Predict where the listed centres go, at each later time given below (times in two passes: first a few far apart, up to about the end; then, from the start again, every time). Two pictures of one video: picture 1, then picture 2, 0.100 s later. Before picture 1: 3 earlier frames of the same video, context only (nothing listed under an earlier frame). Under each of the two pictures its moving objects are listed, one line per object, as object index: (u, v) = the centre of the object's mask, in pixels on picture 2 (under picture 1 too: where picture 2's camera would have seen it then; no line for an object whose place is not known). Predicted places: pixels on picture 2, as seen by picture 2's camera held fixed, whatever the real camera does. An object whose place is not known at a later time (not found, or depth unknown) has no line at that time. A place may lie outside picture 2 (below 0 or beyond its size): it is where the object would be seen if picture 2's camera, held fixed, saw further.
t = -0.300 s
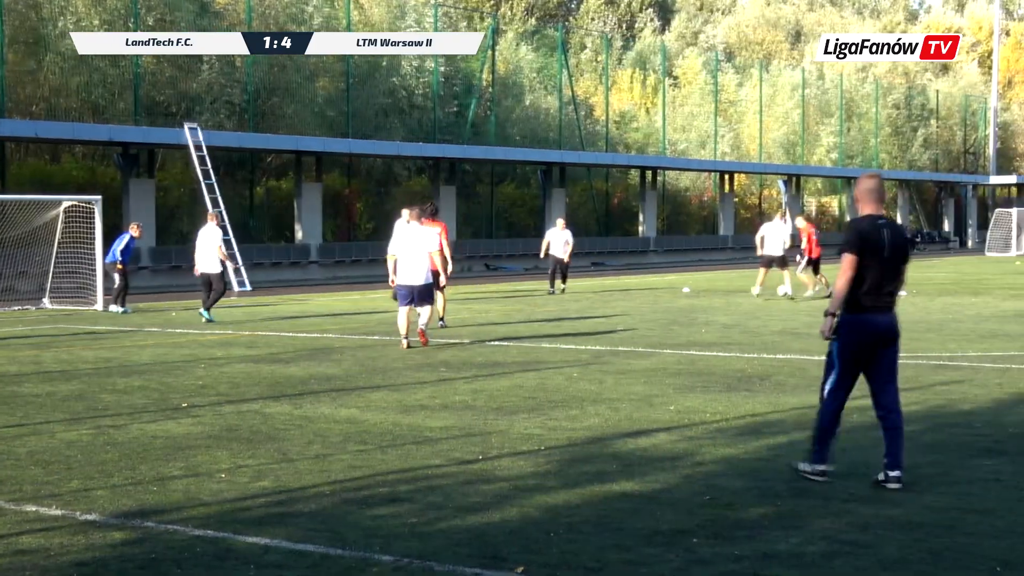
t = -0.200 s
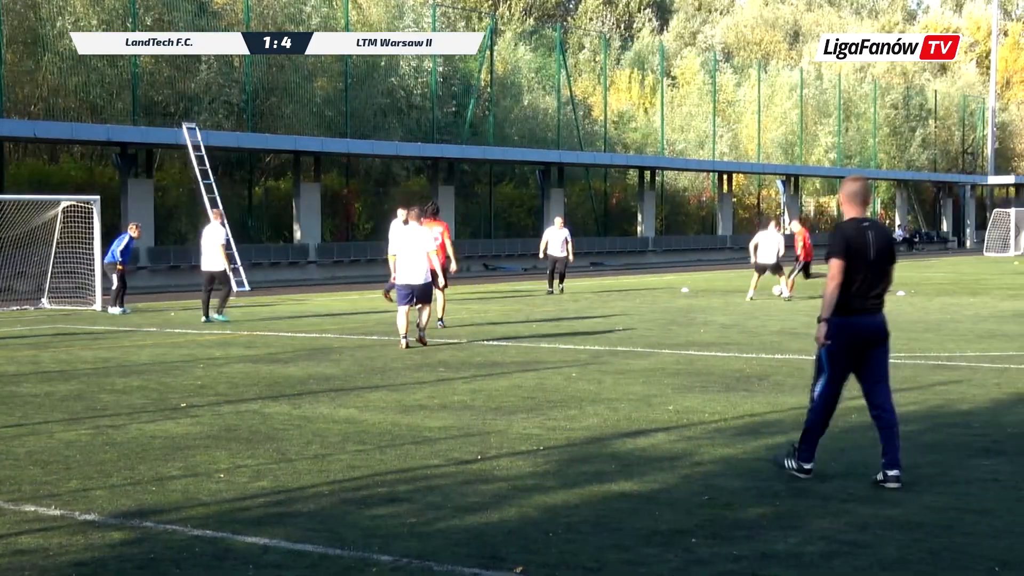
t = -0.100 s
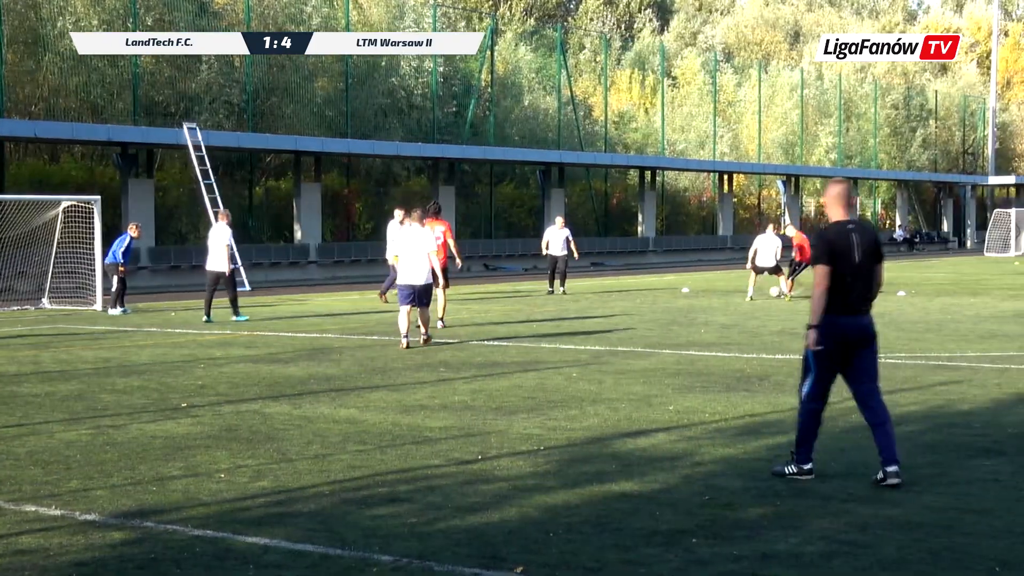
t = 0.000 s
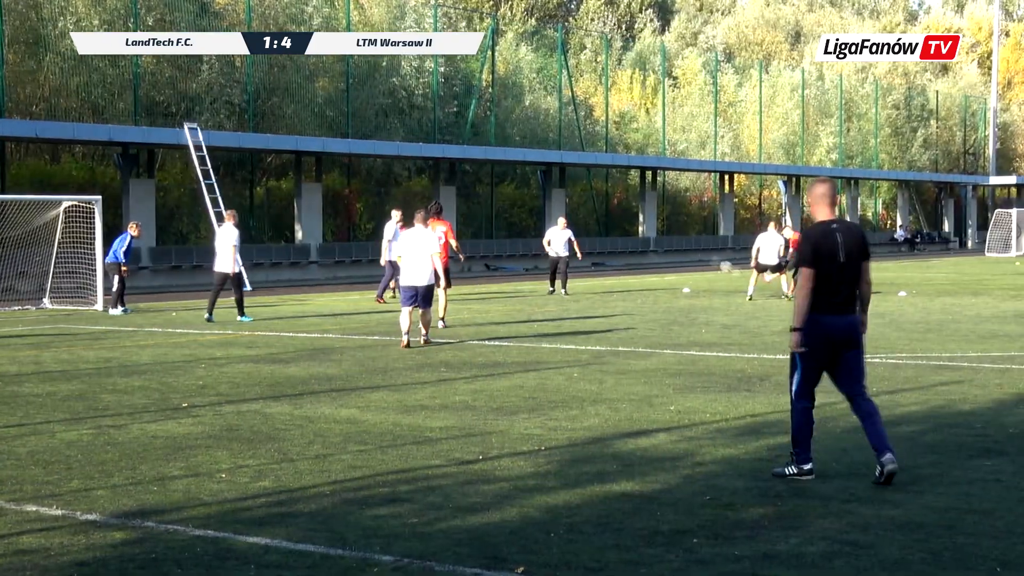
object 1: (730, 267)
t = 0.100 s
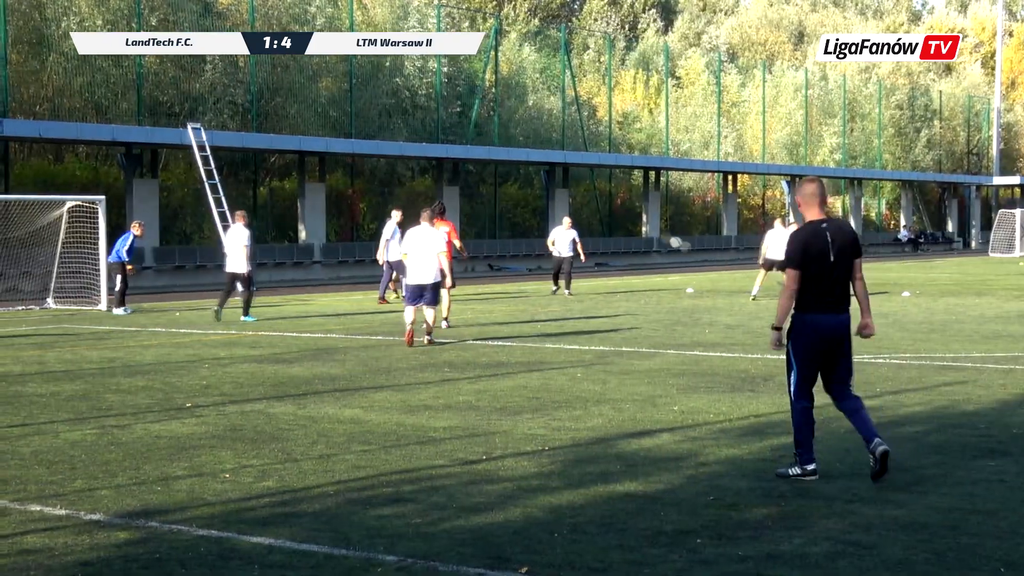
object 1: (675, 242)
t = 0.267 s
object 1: (586, 210)
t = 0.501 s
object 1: (453, 180)
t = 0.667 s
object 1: (353, 174)
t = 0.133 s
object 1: (654, 233)
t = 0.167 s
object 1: (643, 229)
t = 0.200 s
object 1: (622, 221)
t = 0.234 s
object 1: (605, 216)
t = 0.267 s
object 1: (586, 210)
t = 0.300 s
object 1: (567, 203)
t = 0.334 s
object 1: (546, 197)
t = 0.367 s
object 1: (529, 194)
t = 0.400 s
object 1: (511, 190)
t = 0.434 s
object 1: (491, 186)
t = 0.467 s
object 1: (472, 183)
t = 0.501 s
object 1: (453, 180)
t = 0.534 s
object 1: (434, 178)
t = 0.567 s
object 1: (412, 176)
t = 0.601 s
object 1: (396, 175)
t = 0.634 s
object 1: (375, 174)
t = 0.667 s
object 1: (353, 174)
